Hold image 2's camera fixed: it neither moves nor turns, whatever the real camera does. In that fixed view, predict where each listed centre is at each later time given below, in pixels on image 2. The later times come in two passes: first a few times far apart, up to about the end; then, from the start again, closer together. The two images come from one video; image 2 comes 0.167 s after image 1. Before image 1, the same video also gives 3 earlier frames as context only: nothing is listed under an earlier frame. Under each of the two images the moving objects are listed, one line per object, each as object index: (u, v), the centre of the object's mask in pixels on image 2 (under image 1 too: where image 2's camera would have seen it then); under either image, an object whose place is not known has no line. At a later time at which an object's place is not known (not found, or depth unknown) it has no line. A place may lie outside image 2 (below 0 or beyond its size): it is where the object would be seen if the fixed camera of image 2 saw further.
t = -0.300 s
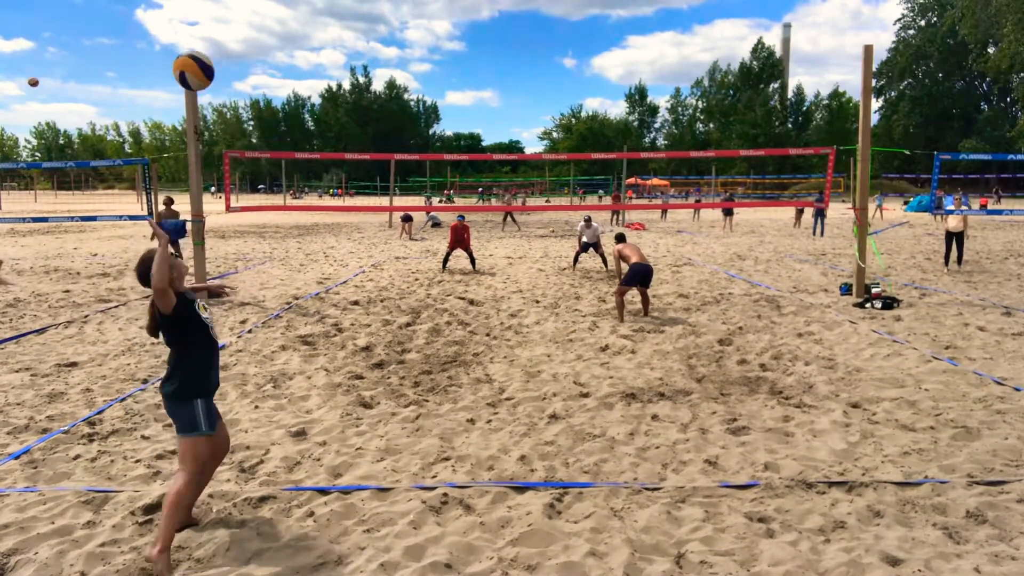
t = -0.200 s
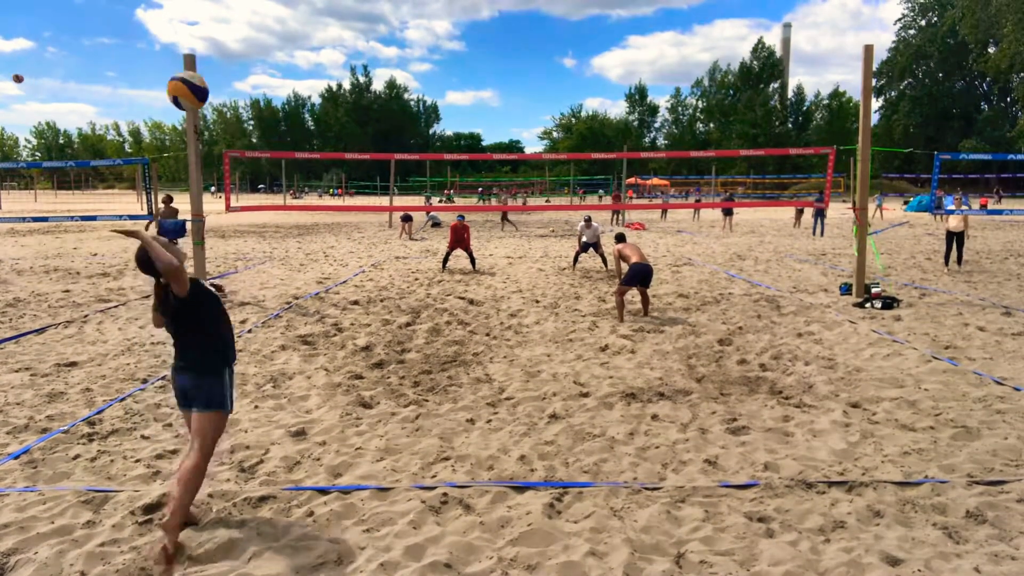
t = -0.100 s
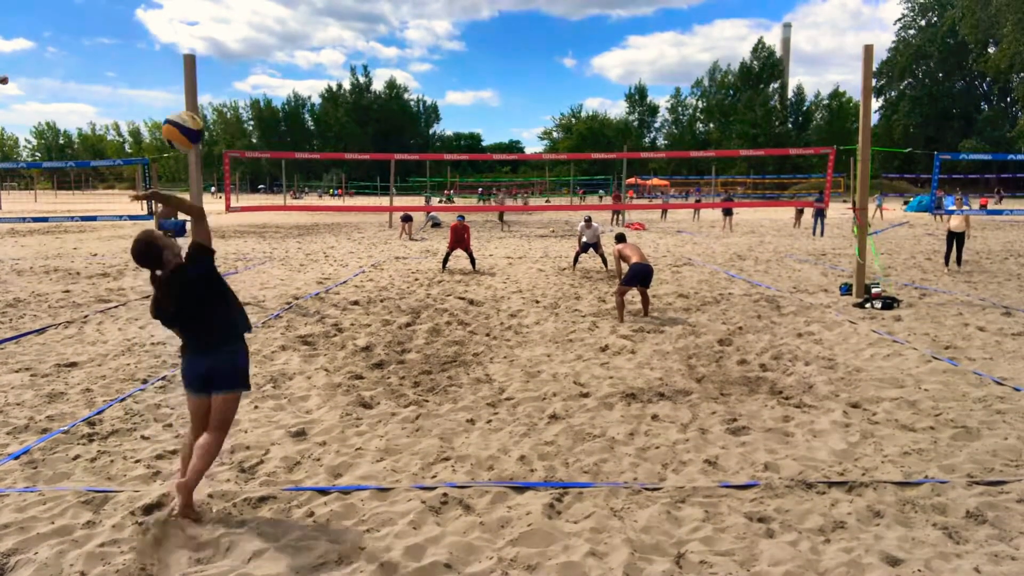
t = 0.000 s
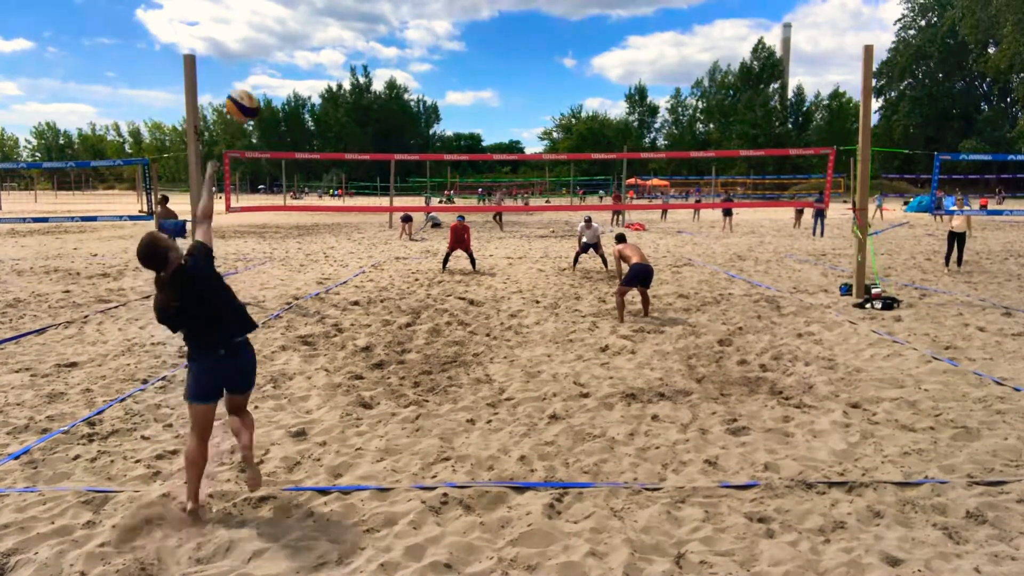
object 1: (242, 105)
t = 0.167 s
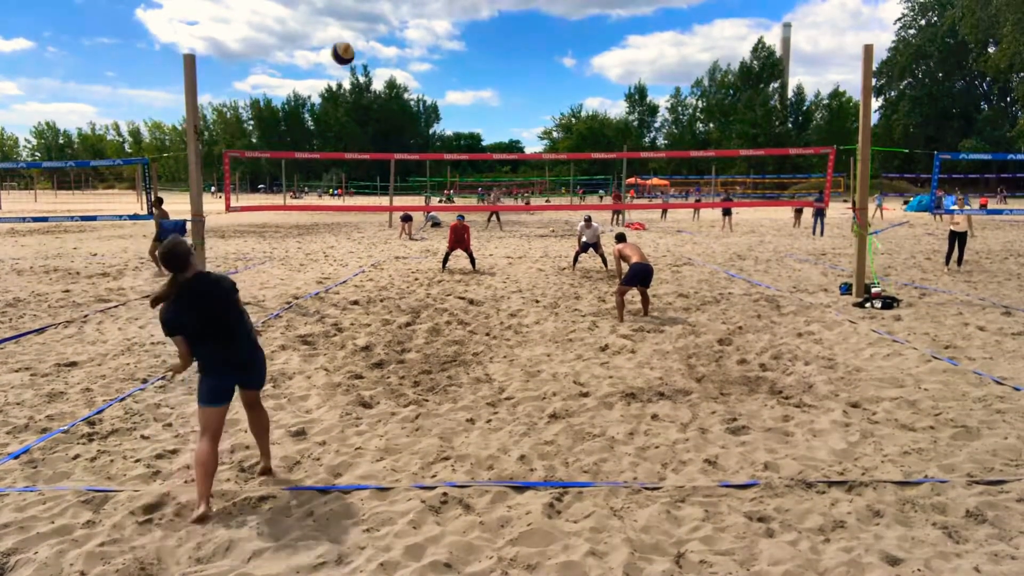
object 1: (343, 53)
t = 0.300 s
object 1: (394, 48)
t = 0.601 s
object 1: (462, 86)
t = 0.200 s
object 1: (357, 50)
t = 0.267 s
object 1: (383, 47)
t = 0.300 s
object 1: (394, 48)
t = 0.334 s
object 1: (404, 50)
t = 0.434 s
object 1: (430, 58)
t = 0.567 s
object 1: (456, 79)
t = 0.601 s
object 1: (462, 86)
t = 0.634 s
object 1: (467, 93)
